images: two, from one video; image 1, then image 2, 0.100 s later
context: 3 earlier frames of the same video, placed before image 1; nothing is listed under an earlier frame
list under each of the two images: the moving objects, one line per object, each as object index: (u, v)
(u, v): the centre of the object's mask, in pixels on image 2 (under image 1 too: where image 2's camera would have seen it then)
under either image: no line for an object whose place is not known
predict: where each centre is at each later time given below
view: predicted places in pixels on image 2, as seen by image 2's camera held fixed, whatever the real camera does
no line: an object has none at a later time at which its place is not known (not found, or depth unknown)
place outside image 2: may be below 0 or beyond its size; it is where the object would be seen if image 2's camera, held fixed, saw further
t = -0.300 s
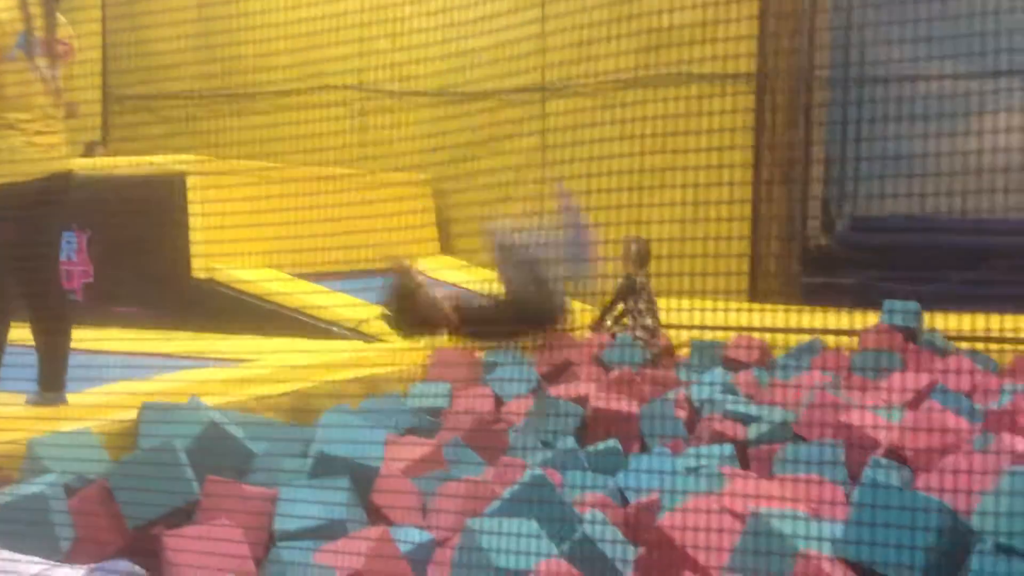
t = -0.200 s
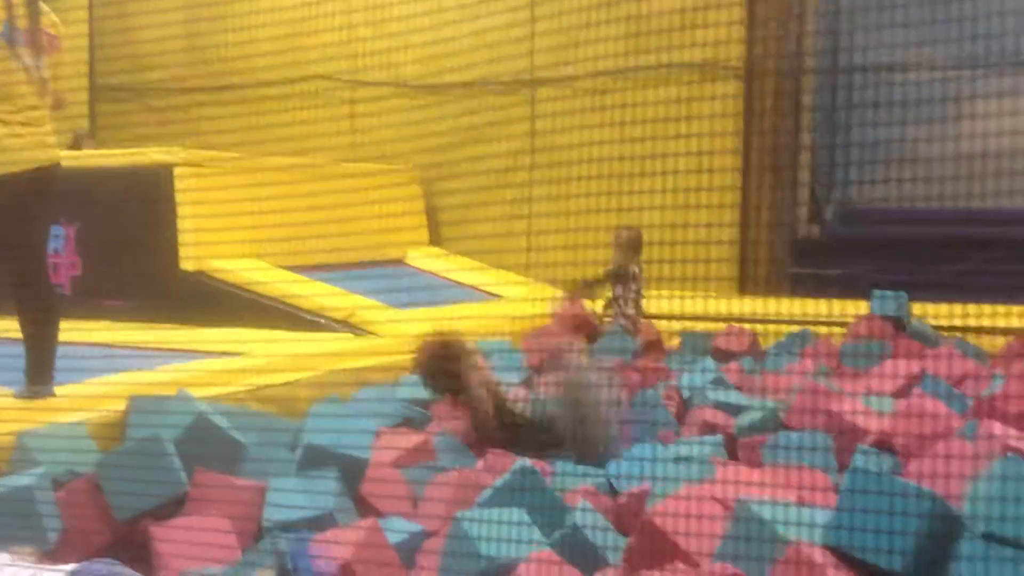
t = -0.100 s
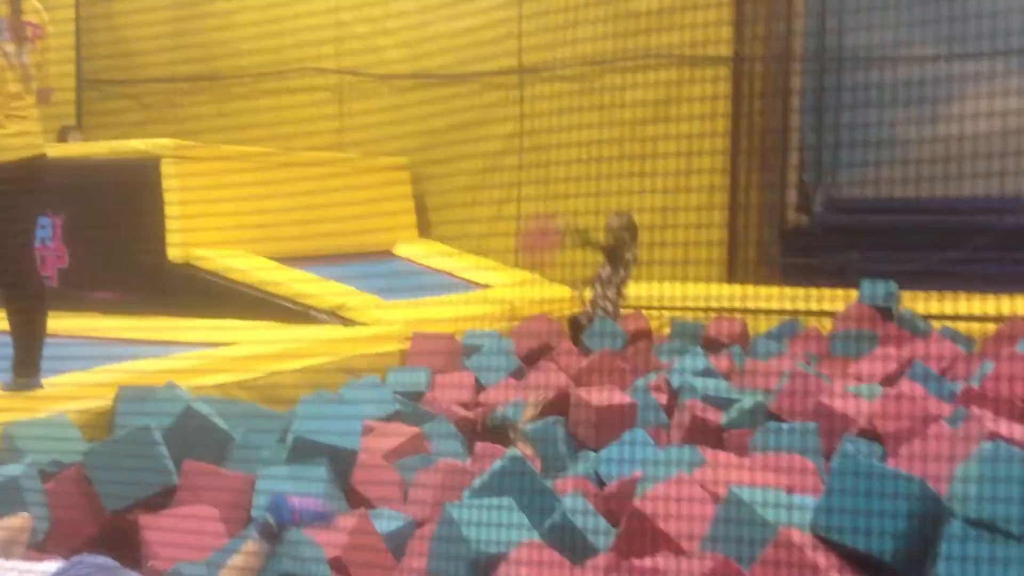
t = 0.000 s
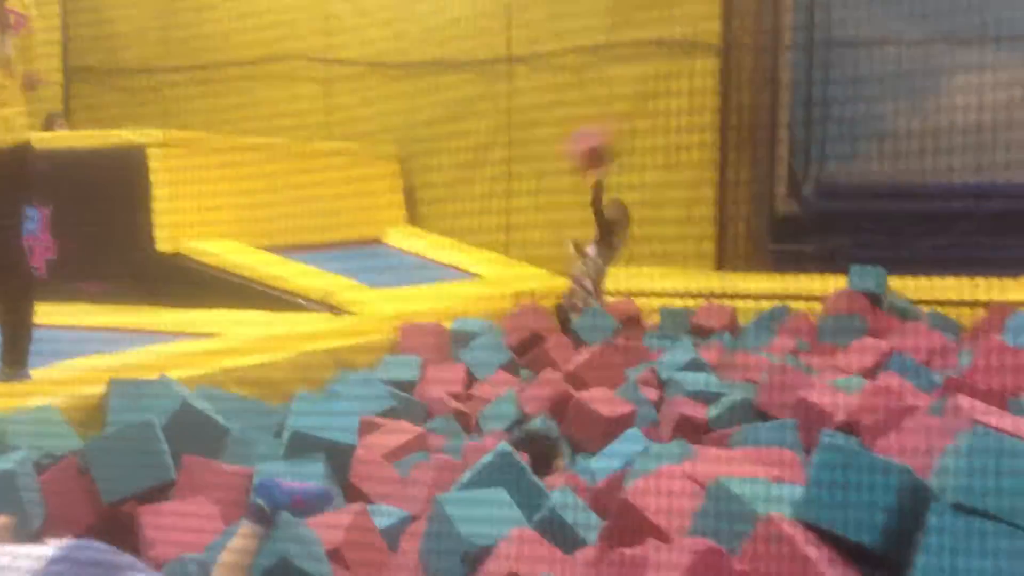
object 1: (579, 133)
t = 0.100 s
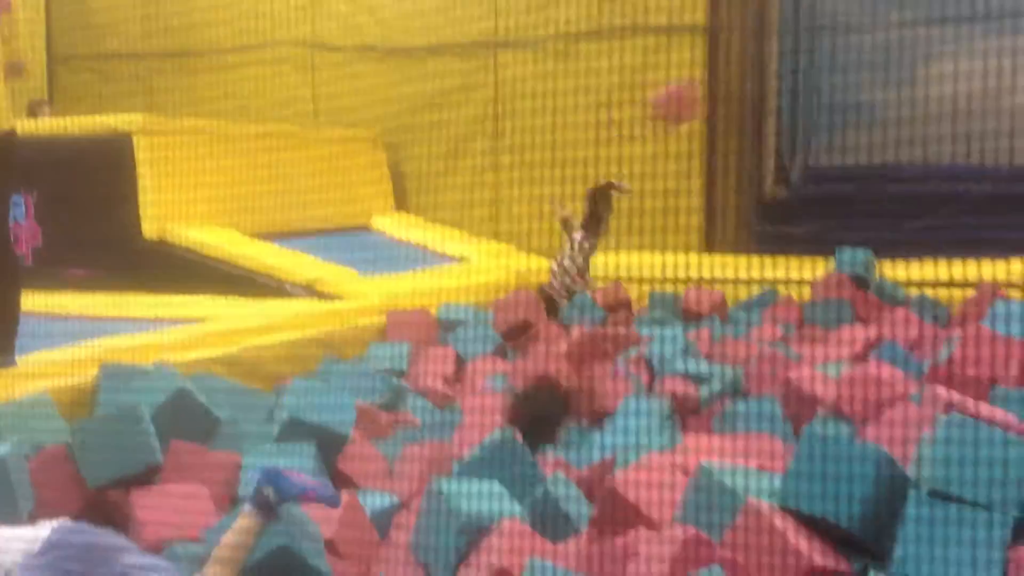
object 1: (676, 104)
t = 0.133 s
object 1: (709, 97)
